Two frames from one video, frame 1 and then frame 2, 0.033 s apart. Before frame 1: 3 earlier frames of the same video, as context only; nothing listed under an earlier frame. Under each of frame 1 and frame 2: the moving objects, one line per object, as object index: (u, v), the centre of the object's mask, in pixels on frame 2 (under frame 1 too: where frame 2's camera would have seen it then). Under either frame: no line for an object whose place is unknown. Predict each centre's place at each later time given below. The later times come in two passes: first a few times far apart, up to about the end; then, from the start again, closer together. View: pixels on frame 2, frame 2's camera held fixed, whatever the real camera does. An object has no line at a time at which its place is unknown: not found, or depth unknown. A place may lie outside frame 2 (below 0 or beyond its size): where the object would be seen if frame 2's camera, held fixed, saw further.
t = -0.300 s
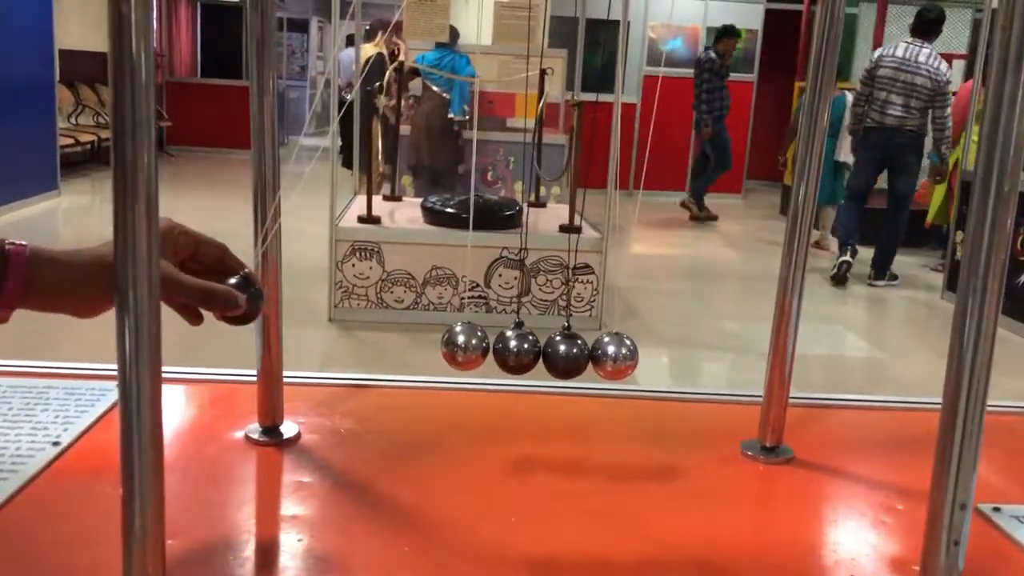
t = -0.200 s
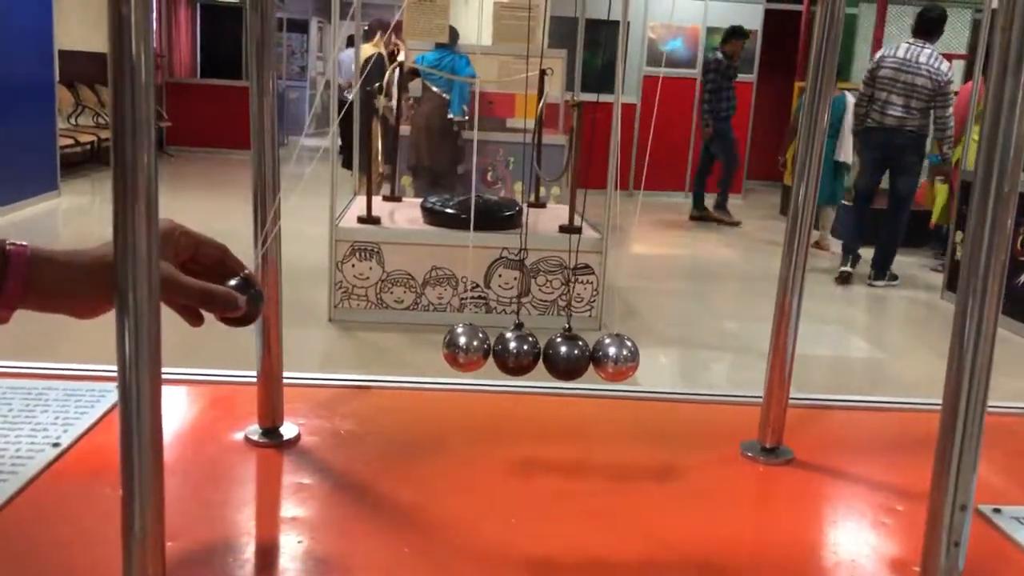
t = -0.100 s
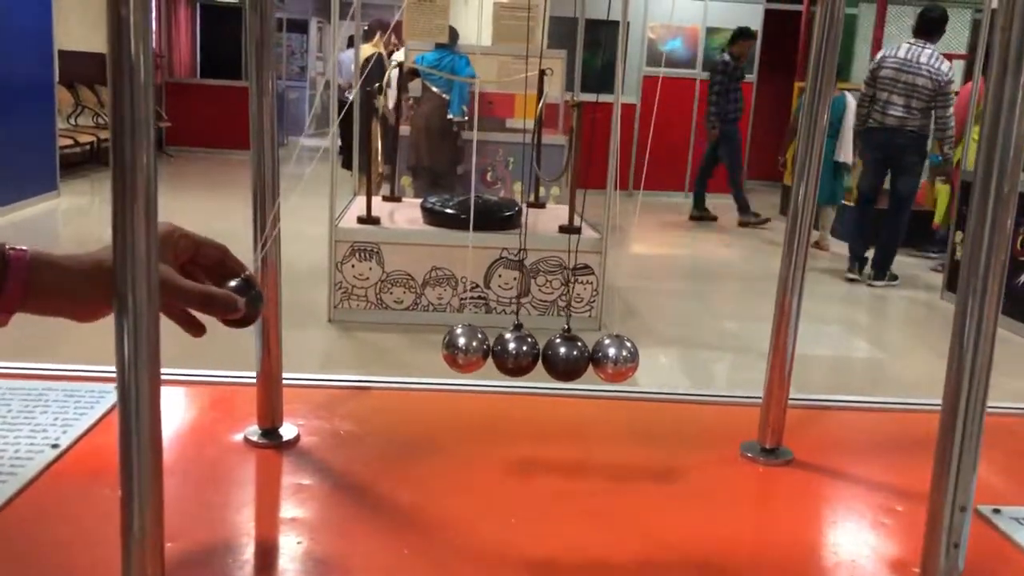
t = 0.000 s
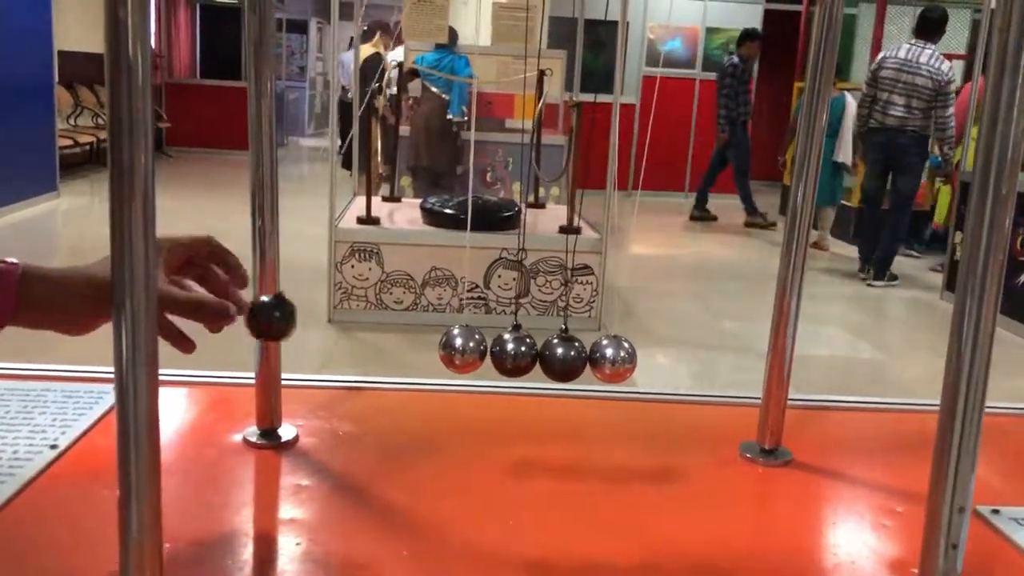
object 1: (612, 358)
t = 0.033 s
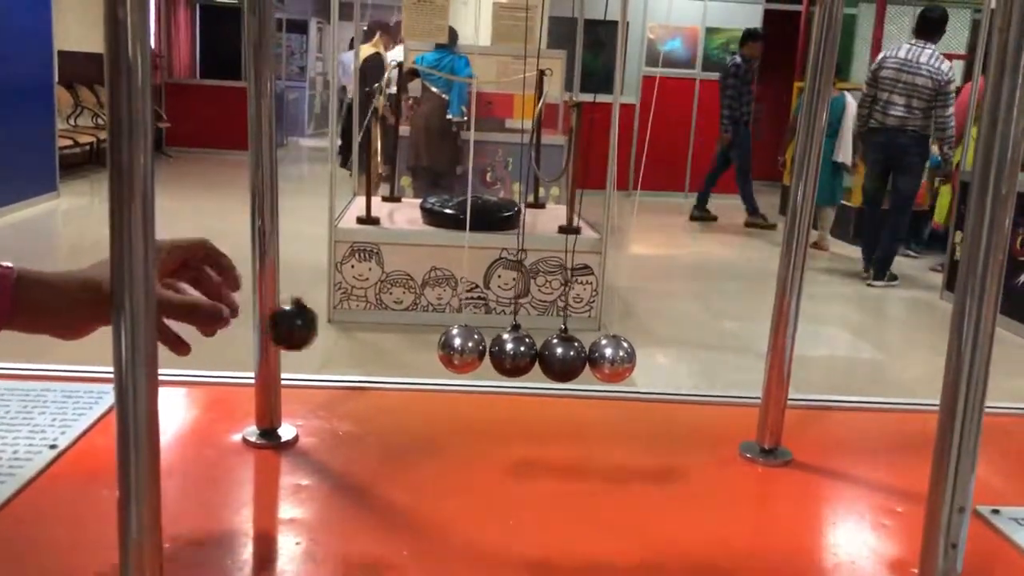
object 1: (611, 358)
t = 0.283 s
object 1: (716, 350)
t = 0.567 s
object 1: (732, 348)
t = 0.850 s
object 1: (612, 358)
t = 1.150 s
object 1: (617, 358)
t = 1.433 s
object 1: (726, 347)
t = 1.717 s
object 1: (673, 355)
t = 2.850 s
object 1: (634, 356)
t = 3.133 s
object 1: (596, 355)
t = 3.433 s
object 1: (621, 357)
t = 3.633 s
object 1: (691, 354)
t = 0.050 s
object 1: (611, 358)
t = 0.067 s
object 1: (611, 358)
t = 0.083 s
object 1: (610, 358)
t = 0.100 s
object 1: (610, 358)
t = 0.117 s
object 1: (610, 358)
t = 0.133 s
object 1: (610, 358)
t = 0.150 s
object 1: (610, 358)
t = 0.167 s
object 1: (611, 358)
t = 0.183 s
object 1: (629, 358)
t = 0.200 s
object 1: (645, 358)
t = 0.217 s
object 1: (659, 357)
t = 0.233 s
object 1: (675, 355)
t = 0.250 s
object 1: (689, 354)
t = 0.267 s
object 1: (702, 352)
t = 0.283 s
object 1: (716, 350)
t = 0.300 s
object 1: (727, 348)
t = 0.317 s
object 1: (738, 345)
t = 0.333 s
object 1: (746, 343)
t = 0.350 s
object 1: (755, 340)
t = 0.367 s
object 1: (760, 338)
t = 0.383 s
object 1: (766, 337)
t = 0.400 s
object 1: (770, 335)
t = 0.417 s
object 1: (772, 334)
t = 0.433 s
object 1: (773, 334)
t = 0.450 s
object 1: (773, 334)
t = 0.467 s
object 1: (771, 334)
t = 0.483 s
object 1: (767, 336)
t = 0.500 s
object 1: (762, 338)
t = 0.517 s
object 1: (756, 340)
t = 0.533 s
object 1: (749, 342)
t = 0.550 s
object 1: (742, 345)
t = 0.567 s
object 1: (732, 348)
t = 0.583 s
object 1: (719, 350)
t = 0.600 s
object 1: (707, 352)
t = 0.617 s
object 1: (693, 355)
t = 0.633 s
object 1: (679, 356)
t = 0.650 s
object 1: (664, 357)
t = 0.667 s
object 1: (649, 358)
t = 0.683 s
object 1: (632, 358)
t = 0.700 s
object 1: (617, 358)
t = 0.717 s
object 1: (610, 358)
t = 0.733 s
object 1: (609, 357)
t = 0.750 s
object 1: (609, 357)
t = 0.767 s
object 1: (608, 357)
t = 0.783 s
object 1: (608, 357)
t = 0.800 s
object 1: (609, 358)
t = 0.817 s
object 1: (610, 358)
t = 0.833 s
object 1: (610, 358)
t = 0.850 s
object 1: (612, 358)
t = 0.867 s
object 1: (612, 358)
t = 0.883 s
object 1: (613, 359)
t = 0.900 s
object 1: (614, 359)
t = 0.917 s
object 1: (614, 359)
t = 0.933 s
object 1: (615, 359)
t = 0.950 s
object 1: (615, 358)
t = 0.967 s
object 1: (616, 358)
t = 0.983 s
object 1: (616, 358)
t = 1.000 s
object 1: (617, 358)
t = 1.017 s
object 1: (617, 358)
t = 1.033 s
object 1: (617, 358)
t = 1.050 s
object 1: (618, 358)
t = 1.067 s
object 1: (618, 358)
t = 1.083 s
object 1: (618, 358)
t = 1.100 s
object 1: (618, 359)
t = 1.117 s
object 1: (618, 359)
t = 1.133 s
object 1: (618, 359)
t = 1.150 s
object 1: (617, 358)
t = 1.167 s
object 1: (617, 359)
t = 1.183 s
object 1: (616, 358)
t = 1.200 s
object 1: (616, 358)
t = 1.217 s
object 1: (615, 358)
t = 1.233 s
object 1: (614, 357)
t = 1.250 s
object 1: (614, 358)
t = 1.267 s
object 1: (615, 358)
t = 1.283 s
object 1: (629, 358)
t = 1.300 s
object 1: (641, 357)
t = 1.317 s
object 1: (654, 357)
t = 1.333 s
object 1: (667, 356)
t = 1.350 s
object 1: (679, 355)
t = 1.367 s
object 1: (690, 354)
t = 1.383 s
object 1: (700, 352)
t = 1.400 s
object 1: (710, 350)
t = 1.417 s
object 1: (719, 349)
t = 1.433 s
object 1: (726, 347)
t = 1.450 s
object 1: (732, 345)
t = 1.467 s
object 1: (737, 344)
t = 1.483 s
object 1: (741, 343)
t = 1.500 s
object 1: (742, 341)
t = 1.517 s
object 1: (744, 341)
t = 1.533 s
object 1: (744, 340)
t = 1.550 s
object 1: (744, 341)
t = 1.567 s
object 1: (742, 341)
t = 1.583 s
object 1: (739, 342)
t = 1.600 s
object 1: (734, 344)
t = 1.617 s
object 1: (729, 345)
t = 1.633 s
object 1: (722, 347)
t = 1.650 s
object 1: (714, 349)
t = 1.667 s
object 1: (705, 351)
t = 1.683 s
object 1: (695, 352)
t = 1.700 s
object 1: (684, 354)
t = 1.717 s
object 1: (673, 355)
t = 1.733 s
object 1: (660, 356)
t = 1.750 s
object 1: (648, 356)
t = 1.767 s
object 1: (635, 357)
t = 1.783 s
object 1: (622, 357)
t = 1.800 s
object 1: (610, 356)
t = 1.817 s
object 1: (609, 356)
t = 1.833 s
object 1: (607, 356)
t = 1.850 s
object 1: (606, 356)
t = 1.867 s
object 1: (605, 355)
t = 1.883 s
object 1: (603, 356)
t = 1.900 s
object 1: (602, 356)
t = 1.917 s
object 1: (601, 356)
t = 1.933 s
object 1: (601, 356)
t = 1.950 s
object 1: (601, 356)
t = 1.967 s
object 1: (601, 356)
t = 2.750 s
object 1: (687, 352)
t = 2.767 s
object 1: (679, 353)
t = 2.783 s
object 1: (671, 354)
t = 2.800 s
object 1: (663, 354)
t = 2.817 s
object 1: (653, 355)
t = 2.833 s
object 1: (643, 356)
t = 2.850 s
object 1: (634, 356)
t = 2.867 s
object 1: (624, 356)
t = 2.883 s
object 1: (613, 356)
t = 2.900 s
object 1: (609, 356)
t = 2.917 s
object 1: (607, 356)
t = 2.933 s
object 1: (605, 356)
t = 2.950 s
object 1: (604, 356)
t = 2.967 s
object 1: (603, 356)
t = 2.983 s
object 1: (601, 356)
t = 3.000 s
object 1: (600, 356)
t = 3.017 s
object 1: (598, 356)
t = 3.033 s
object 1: (597, 356)
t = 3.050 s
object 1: (597, 356)
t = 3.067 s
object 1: (596, 356)
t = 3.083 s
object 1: (595, 355)
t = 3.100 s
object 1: (595, 356)
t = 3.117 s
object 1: (595, 355)
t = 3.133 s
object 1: (596, 355)
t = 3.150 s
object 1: (597, 355)
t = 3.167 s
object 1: (598, 355)
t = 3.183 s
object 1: (599, 356)
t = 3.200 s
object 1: (600, 356)
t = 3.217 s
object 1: (601, 356)
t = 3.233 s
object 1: (603, 356)
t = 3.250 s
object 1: (604, 357)
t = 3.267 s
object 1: (606, 357)
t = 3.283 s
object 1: (608, 357)
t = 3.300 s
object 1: (609, 357)
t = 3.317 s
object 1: (610, 357)
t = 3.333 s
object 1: (612, 357)
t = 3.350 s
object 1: (613, 357)
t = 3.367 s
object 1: (615, 357)
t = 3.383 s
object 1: (617, 357)
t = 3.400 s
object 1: (618, 357)
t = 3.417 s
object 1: (619, 357)
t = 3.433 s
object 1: (621, 357)
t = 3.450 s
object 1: (622, 357)
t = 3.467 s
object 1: (625, 358)
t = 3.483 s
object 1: (634, 358)
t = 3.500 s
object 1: (642, 357)
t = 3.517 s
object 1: (650, 357)
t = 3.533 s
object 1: (657, 357)
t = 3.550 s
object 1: (664, 357)
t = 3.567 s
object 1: (671, 356)
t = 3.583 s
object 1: (677, 356)
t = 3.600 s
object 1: (682, 355)
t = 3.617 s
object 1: (687, 355)
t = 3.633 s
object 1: (691, 354)
